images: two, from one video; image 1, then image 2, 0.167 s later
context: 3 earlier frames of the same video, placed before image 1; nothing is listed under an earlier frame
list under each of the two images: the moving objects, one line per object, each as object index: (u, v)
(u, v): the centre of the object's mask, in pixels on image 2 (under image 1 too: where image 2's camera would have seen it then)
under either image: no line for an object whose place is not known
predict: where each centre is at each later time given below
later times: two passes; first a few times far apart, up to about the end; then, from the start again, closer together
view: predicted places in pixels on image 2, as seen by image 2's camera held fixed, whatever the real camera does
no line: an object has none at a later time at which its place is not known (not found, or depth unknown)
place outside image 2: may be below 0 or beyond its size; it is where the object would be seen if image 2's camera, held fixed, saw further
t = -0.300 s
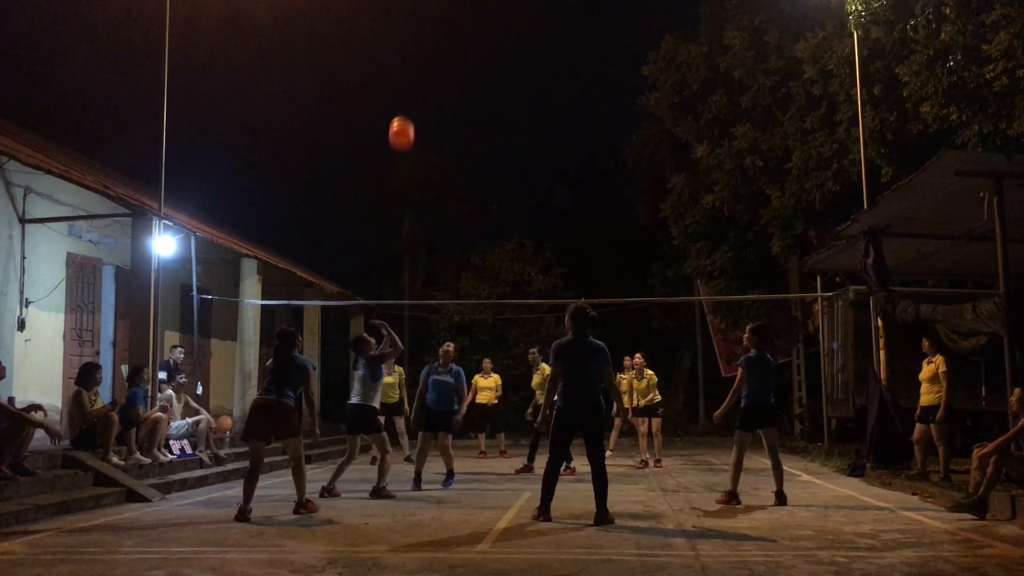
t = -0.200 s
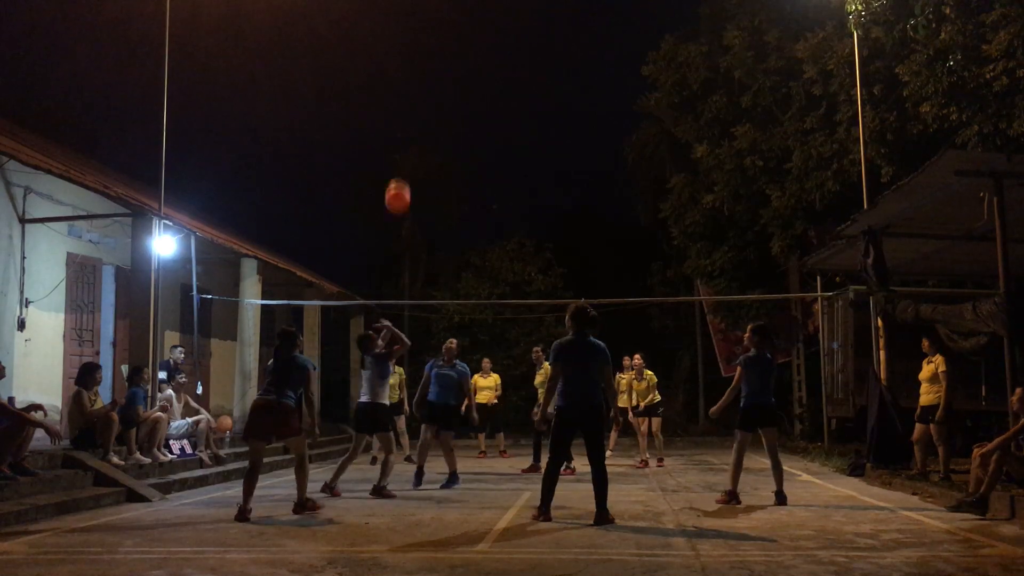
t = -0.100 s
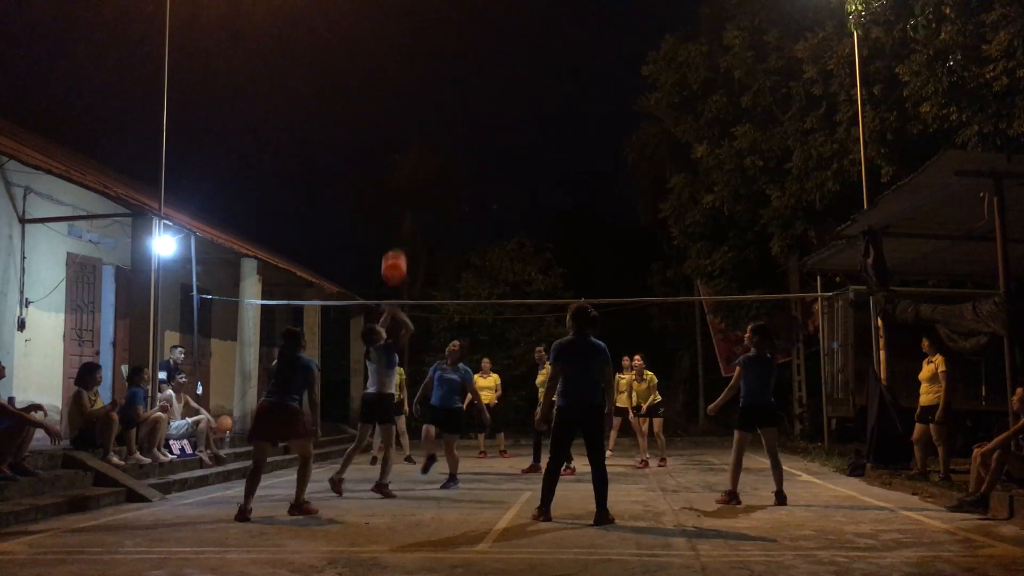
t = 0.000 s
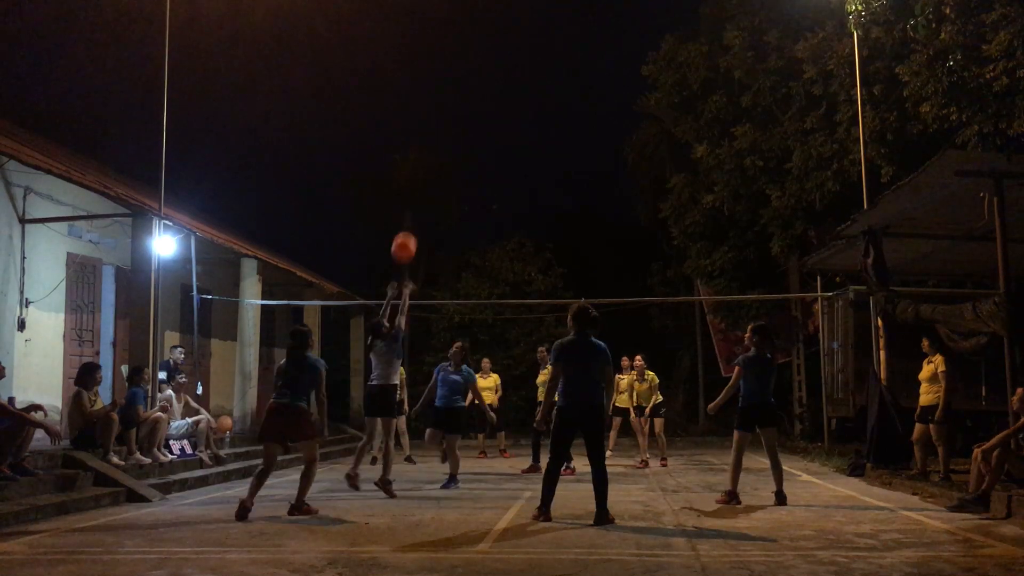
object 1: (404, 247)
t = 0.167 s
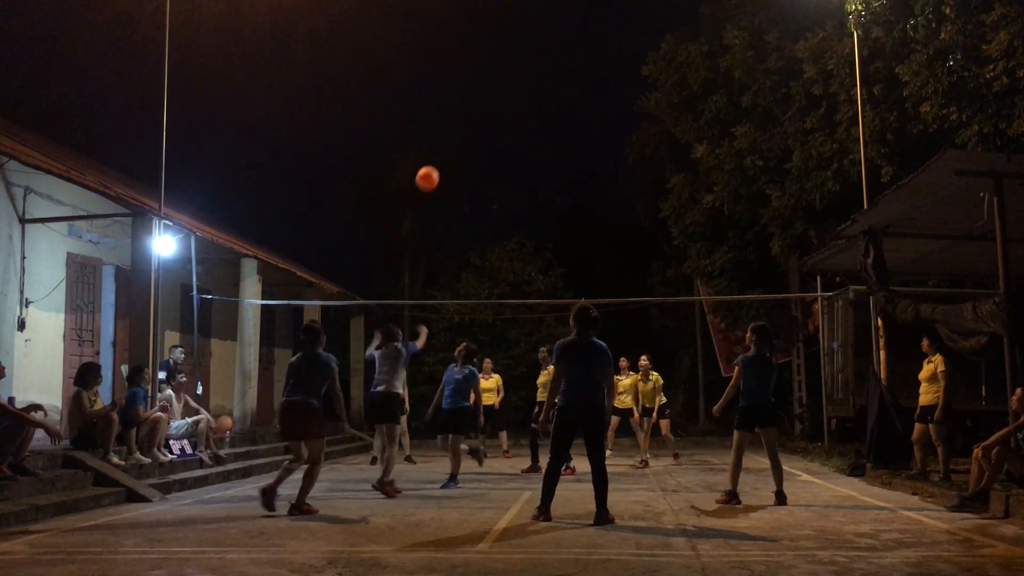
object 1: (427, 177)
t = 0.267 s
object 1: (440, 155)
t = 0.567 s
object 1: (468, 143)
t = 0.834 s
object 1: (487, 187)
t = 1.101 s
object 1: (499, 270)
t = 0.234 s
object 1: (436, 161)
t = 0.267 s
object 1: (440, 155)
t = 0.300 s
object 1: (444, 150)
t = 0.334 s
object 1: (448, 146)
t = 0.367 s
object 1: (451, 143)
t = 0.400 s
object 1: (455, 141)
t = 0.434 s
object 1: (457, 140)
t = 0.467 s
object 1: (460, 139)
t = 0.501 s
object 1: (463, 140)
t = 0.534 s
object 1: (466, 141)
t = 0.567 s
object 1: (468, 143)
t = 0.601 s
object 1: (471, 146)
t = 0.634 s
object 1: (473, 150)
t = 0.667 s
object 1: (476, 154)
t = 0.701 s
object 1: (478, 159)
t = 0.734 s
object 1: (481, 165)
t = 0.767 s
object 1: (483, 172)
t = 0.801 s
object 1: (485, 179)
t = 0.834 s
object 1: (487, 187)
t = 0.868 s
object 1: (489, 195)
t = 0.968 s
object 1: (494, 224)
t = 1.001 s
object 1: (495, 235)
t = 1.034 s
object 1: (496, 246)
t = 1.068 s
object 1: (497, 257)
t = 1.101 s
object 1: (499, 270)
